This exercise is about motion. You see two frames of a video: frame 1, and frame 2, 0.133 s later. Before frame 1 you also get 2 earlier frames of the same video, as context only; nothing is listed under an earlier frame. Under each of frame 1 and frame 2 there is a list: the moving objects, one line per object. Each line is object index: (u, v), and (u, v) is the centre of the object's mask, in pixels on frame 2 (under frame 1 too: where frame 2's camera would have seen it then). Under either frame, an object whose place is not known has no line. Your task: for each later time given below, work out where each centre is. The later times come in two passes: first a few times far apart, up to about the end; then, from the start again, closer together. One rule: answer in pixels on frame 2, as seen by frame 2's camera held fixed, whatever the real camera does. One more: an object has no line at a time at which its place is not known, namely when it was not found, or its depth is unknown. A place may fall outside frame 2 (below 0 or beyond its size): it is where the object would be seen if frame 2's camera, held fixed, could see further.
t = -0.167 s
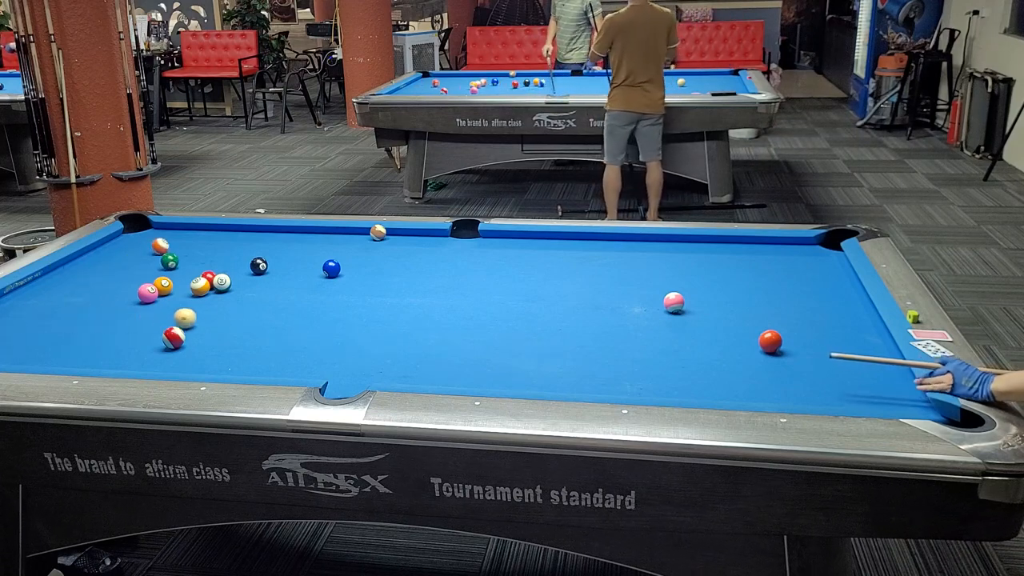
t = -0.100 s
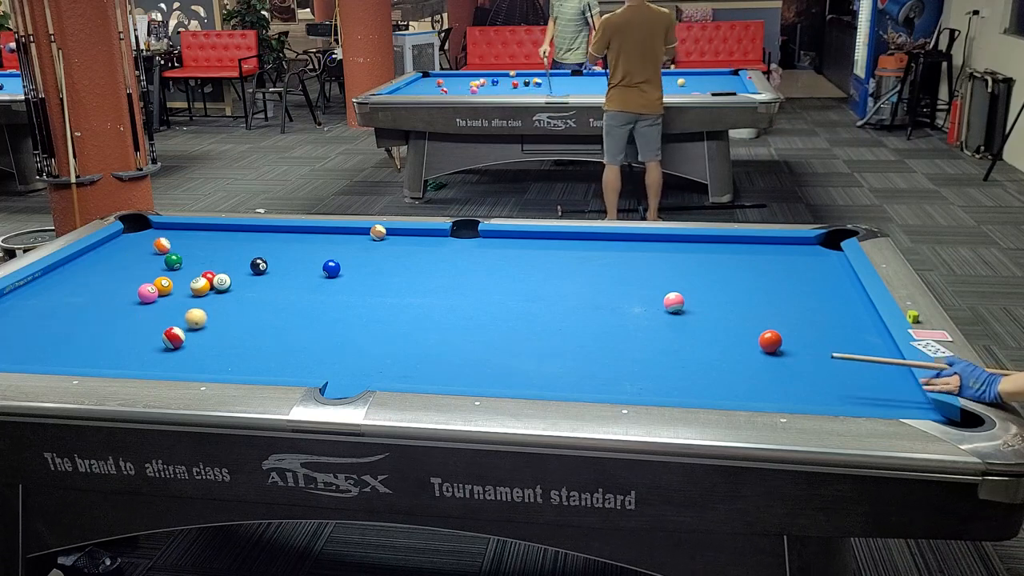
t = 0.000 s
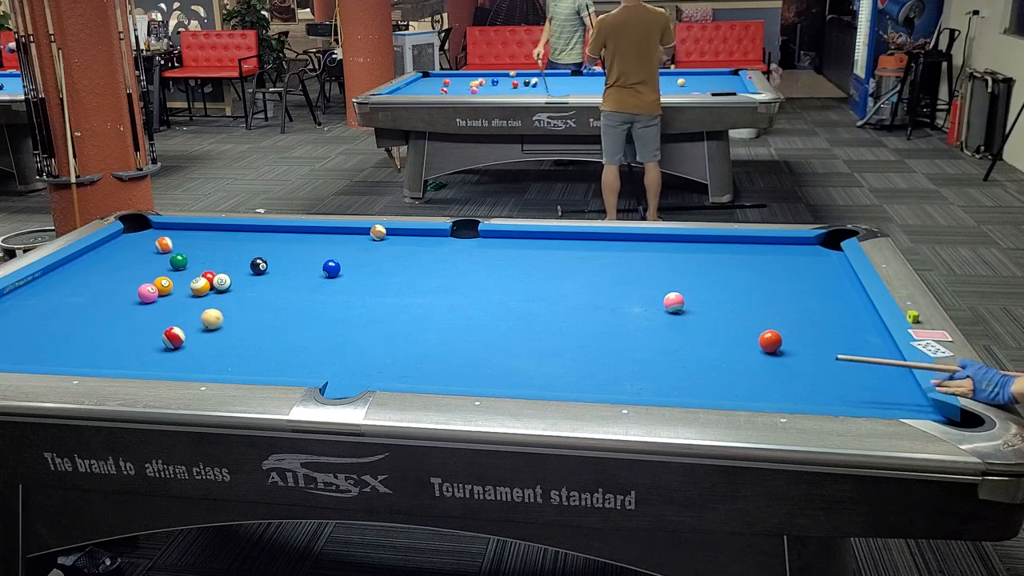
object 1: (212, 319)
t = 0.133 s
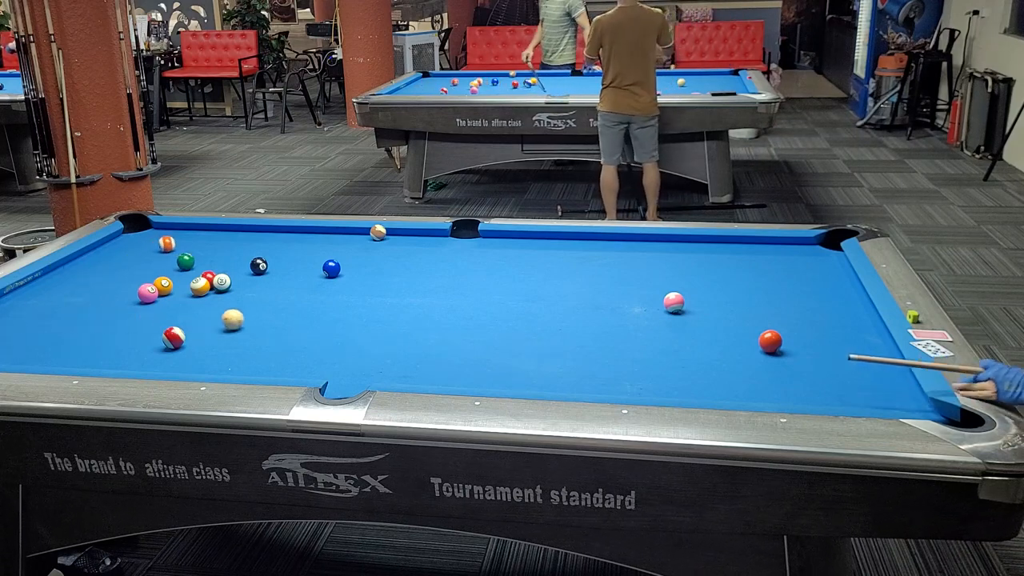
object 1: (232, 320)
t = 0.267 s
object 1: (253, 320)
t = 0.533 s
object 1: (293, 321)
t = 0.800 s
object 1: (330, 322)
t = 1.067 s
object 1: (367, 323)
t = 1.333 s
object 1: (401, 323)
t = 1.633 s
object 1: (437, 324)
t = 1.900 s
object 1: (467, 325)
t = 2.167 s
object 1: (495, 326)
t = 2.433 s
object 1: (521, 325)
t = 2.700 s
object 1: (545, 326)
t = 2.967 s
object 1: (566, 326)
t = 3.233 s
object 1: (585, 326)
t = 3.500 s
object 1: (602, 326)
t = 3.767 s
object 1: (616, 326)
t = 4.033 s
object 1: (628, 327)
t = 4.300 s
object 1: (637, 327)
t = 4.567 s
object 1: (644, 327)
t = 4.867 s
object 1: (649, 327)
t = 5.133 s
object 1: (650, 327)
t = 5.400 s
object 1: (650, 327)
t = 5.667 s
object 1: (650, 328)
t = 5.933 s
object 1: (650, 328)
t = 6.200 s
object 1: (650, 328)
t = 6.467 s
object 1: (650, 328)
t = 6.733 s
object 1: (650, 328)
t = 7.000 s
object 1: (650, 327)
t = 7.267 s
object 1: (650, 328)
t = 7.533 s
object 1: (650, 328)
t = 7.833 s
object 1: (650, 328)
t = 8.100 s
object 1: (650, 327)
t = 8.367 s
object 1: (650, 327)
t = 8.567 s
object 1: (653, 321)
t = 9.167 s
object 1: (650, 327)
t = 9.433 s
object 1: (650, 327)
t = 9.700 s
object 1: (650, 327)
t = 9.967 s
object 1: (650, 327)
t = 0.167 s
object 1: (237, 320)
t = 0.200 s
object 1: (242, 320)
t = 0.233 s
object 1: (248, 320)
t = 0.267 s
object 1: (253, 320)
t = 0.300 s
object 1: (258, 320)
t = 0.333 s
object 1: (263, 320)
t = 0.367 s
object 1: (268, 321)
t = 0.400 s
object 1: (273, 321)
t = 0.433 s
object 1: (278, 321)
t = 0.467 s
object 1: (283, 321)
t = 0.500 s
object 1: (287, 321)
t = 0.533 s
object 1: (293, 321)
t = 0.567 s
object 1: (297, 321)
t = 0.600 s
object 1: (302, 321)
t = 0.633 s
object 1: (307, 322)
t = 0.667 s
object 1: (312, 322)
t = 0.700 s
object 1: (316, 322)
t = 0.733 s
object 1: (321, 322)
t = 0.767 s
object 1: (326, 322)
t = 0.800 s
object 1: (330, 322)
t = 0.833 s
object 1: (335, 322)
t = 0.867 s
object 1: (340, 322)
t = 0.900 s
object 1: (344, 322)
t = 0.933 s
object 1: (349, 323)
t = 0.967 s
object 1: (353, 323)
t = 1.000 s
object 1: (358, 323)
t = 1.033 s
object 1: (362, 323)
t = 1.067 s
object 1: (367, 323)
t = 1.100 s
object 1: (371, 323)
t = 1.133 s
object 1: (375, 323)
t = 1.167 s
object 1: (380, 323)
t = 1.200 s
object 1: (384, 323)
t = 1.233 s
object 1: (388, 323)
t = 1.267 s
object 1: (393, 323)
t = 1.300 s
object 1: (397, 323)
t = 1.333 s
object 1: (401, 323)
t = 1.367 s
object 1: (405, 323)
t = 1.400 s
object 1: (409, 324)
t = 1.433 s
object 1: (414, 324)
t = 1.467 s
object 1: (417, 324)
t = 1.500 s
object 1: (421, 324)
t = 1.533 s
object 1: (425, 324)
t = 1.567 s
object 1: (429, 324)
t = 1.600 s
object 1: (433, 324)
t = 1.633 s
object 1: (437, 324)
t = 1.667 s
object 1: (441, 324)
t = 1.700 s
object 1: (445, 324)
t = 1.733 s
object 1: (449, 324)
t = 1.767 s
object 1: (452, 324)
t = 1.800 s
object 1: (456, 324)
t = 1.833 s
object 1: (460, 324)
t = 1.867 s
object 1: (464, 325)
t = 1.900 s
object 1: (467, 325)
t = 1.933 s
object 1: (471, 325)
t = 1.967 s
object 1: (474, 325)
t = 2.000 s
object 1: (478, 325)
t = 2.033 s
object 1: (481, 325)
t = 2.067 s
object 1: (485, 325)
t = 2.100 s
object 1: (488, 325)
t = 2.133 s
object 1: (492, 325)
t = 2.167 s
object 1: (495, 326)
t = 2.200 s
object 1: (498, 325)
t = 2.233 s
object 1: (502, 325)
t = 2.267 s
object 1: (505, 325)
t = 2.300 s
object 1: (508, 325)
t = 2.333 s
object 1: (512, 326)
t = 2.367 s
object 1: (515, 326)
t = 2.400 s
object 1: (518, 325)
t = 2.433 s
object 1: (521, 325)
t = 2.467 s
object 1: (524, 326)
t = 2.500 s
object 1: (527, 326)
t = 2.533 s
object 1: (530, 326)
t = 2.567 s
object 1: (533, 326)
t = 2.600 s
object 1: (536, 326)
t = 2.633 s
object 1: (539, 326)
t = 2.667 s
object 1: (542, 326)
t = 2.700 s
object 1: (545, 326)
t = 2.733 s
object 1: (547, 326)
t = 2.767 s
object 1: (550, 326)
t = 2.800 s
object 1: (553, 326)
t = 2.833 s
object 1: (556, 326)
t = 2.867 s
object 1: (558, 326)
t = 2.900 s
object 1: (561, 326)
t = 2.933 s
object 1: (563, 326)
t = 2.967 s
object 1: (566, 326)
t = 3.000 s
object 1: (568, 326)
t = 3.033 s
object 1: (571, 326)
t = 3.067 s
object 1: (573, 326)
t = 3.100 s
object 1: (576, 326)
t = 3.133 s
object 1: (578, 326)
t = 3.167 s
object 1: (580, 326)
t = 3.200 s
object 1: (583, 326)
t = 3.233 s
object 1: (585, 326)
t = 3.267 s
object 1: (587, 326)
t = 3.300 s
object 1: (589, 326)
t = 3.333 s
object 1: (591, 326)
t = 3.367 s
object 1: (594, 326)
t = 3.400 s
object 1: (596, 326)
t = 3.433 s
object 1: (598, 326)
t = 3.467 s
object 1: (599, 326)
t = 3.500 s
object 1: (602, 326)
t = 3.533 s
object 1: (603, 326)
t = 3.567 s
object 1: (605, 326)
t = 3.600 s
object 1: (607, 326)
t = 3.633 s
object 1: (609, 326)
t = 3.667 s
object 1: (611, 326)
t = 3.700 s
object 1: (613, 326)
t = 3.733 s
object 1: (614, 326)
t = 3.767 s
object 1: (616, 326)
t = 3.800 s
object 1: (618, 327)
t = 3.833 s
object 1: (619, 327)
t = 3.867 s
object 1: (621, 327)
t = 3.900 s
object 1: (622, 327)
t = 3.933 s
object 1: (624, 327)
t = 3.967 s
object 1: (625, 327)
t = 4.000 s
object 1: (626, 327)
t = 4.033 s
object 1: (628, 327)
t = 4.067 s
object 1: (629, 327)
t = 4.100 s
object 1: (630, 327)
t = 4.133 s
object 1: (631, 327)
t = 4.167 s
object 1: (633, 327)
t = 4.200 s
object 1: (634, 327)
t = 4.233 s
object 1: (635, 327)
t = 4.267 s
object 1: (636, 327)
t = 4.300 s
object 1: (637, 327)
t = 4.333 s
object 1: (638, 327)
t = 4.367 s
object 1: (639, 327)
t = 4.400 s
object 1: (640, 327)
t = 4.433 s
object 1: (641, 327)
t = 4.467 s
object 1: (642, 327)
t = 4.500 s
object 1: (643, 327)
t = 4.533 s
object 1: (643, 327)
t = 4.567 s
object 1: (644, 327)
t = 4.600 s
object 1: (645, 327)
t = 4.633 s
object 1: (645, 327)
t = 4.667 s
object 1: (646, 327)
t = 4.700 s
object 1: (646, 327)
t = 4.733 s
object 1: (647, 327)
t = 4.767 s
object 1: (647, 327)
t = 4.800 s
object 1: (648, 327)
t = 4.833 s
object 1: (648, 327)
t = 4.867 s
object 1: (649, 327)
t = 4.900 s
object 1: (649, 327)
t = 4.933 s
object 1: (649, 327)
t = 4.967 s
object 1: (649, 327)
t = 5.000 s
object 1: (650, 327)
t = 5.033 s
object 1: (650, 327)
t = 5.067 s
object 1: (650, 328)
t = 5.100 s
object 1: (650, 327)
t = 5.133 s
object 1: (650, 327)
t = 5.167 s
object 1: (650, 327)
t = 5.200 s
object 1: (650, 327)
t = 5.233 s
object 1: (650, 327)
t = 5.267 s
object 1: (650, 327)
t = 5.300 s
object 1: (650, 328)
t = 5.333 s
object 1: (650, 327)
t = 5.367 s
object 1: (650, 327)
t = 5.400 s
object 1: (650, 327)
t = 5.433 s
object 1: (650, 327)
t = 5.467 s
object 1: (650, 327)
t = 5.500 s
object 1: (650, 327)
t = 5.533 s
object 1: (650, 328)
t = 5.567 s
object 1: (650, 327)
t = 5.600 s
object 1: (650, 328)
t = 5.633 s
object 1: (650, 328)
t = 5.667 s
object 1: (650, 328)
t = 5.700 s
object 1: (650, 328)
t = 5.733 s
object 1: (650, 328)
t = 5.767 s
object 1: (650, 327)
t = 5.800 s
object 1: (650, 328)
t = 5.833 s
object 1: (650, 328)
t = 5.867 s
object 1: (650, 328)
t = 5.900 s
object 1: (650, 328)
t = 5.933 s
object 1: (650, 328)
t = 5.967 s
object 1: (650, 328)
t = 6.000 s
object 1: (650, 328)
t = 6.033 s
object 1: (650, 328)
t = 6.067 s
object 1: (650, 328)
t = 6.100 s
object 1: (650, 328)
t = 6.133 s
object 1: (650, 328)
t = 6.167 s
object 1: (650, 328)
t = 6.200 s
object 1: (650, 328)
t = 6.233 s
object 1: (650, 328)
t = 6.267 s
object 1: (650, 328)
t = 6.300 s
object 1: (650, 328)
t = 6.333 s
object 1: (650, 328)
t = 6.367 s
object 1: (650, 328)
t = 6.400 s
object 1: (650, 328)
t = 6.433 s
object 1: (650, 328)
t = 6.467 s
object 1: (650, 328)
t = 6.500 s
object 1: (650, 328)
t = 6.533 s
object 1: (650, 328)
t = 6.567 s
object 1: (650, 328)
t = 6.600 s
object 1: (650, 328)
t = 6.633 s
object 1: (650, 327)
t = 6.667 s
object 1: (650, 328)
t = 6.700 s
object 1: (650, 328)
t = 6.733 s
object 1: (650, 328)
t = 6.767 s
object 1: (650, 328)
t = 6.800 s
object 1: (650, 328)
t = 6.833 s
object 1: (650, 327)
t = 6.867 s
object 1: (650, 328)
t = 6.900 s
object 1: (650, 328)
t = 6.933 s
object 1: (650, 328)
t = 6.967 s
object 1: (650, 328)
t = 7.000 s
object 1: (650, 327)
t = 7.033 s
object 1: (650, 327)
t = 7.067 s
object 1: (650, 327)
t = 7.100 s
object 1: (650, 328)
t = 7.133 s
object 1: (650, 328)
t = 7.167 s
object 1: (650, 328)
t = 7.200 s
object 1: (650, 328)
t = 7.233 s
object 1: (650, 328)
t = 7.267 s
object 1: (650, 328)
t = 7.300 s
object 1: (650, 328)
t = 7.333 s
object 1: (650, 328)
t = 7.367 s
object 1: (650, 328)
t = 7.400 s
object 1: (650, 328)
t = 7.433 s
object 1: (650, 328)
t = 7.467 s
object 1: (650, 328)
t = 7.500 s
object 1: (650, 328)
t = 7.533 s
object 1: (650, 328)
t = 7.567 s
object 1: (650, 328)
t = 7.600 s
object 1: (650, 328)
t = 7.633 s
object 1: (650, 328)
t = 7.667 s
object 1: (650, 328)
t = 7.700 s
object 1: (650, 328)
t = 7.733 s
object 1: (650, 328)
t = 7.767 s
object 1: (650, 328)
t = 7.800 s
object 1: (650, 327)
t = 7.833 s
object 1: (650, 328)
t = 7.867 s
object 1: (650, 327)
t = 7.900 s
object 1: (650, 327)
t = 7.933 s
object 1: (650, 327)
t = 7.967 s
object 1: (650, 327)
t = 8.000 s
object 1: (650, 327)
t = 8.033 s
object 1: (650, 328)
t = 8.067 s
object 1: (650, 327)
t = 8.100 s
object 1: (650, 327)
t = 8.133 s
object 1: (650, 327)
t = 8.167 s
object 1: (650, 327)
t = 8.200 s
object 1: (650, 327)
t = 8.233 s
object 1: (650, 327)
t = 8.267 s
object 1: (650, 327)
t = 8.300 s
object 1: (650, 327)
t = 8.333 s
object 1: (650, 327)
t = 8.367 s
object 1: (650, 327)
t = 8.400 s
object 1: (650, 327)
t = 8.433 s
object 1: (650, 327)
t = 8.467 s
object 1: (650, 327)
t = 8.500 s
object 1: (650, 327)
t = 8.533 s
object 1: (650, 327)
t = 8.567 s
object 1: (653, 321)
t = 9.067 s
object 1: (647, 325)
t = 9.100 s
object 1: (650, 327)
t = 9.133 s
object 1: (650, 327)
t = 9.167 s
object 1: (650, 327)
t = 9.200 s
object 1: (650, 327)
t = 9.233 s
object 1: (650, 327)
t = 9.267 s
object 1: (650, 327)
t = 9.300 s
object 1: (650, 327)
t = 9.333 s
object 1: (650, 327)
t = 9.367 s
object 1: (650, 327)
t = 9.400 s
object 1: (650, 327)
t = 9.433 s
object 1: (650, 327)
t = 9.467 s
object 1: (650, 327)
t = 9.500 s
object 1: (650, 327)
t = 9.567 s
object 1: (650, 327)
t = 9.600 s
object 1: (650, 327)
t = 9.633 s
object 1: (650, 327)
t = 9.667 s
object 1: (650, 327)
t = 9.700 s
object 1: (650, 327)
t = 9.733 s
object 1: (650, 327)
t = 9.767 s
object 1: (650, 327)
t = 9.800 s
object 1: (650, 327)
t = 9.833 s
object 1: (650, 327)
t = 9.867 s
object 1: (650, 327)
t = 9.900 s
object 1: (650, 327)
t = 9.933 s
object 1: (650, 327)
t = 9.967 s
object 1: (650, 327)
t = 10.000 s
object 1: (650, 327)
